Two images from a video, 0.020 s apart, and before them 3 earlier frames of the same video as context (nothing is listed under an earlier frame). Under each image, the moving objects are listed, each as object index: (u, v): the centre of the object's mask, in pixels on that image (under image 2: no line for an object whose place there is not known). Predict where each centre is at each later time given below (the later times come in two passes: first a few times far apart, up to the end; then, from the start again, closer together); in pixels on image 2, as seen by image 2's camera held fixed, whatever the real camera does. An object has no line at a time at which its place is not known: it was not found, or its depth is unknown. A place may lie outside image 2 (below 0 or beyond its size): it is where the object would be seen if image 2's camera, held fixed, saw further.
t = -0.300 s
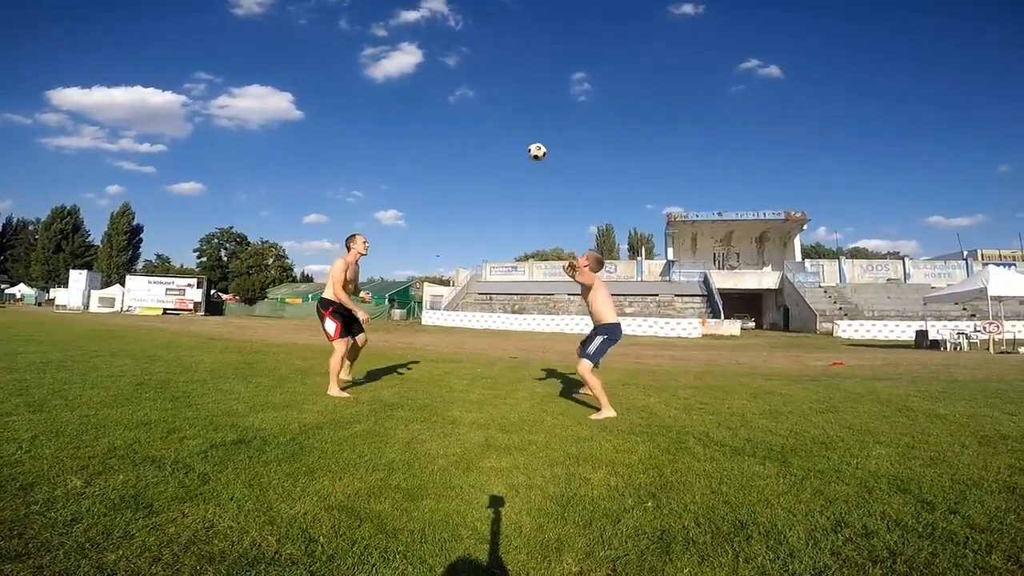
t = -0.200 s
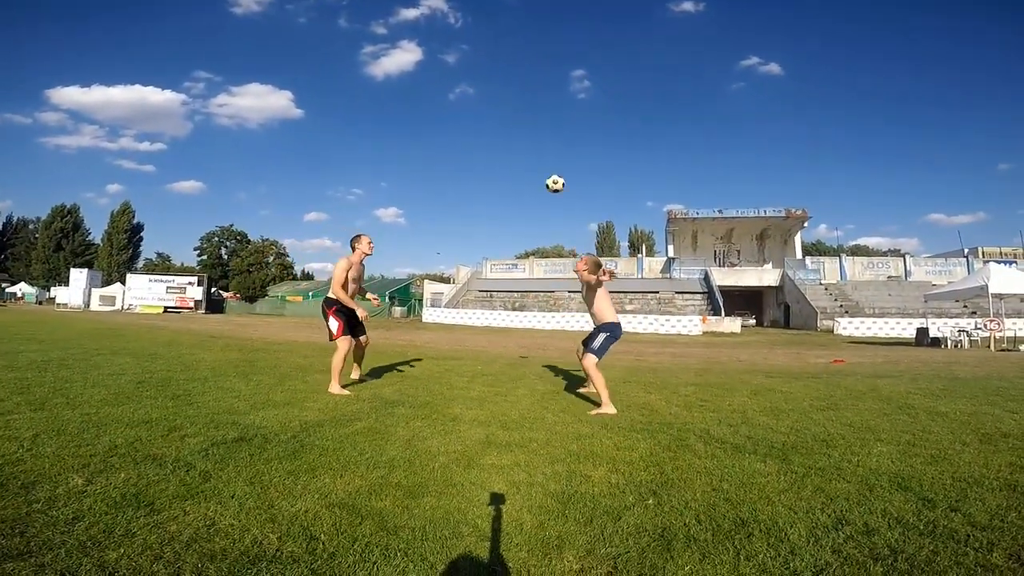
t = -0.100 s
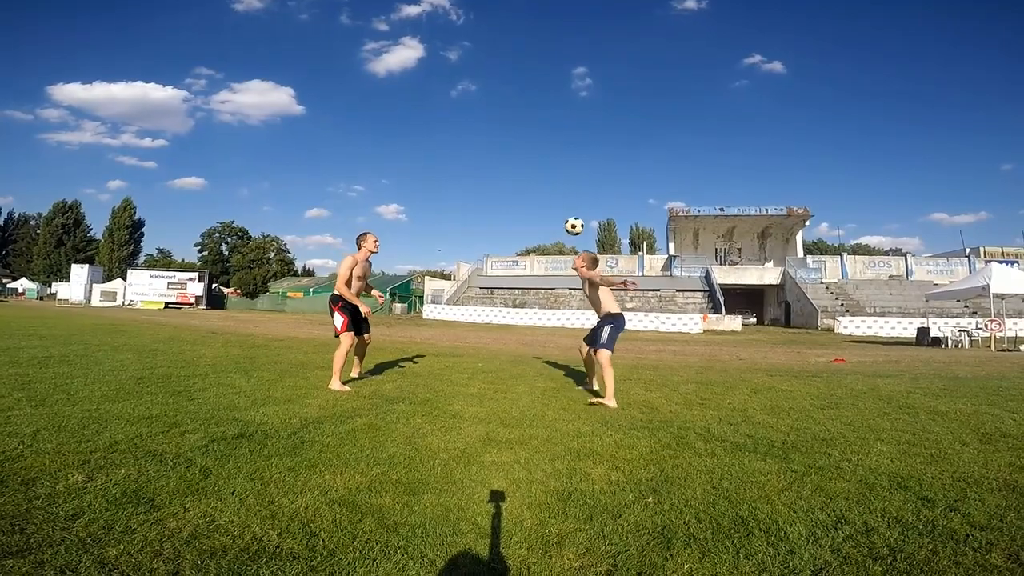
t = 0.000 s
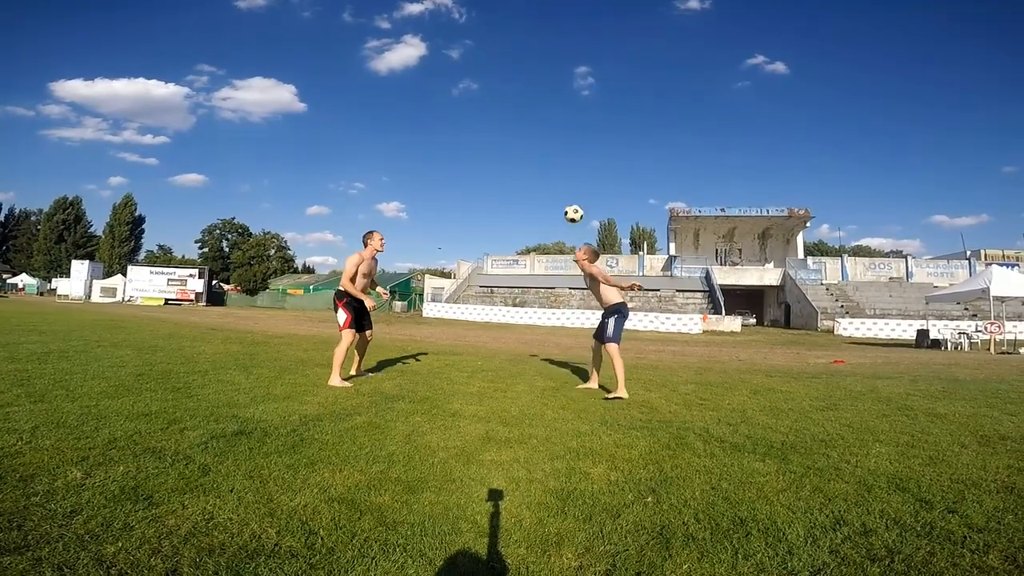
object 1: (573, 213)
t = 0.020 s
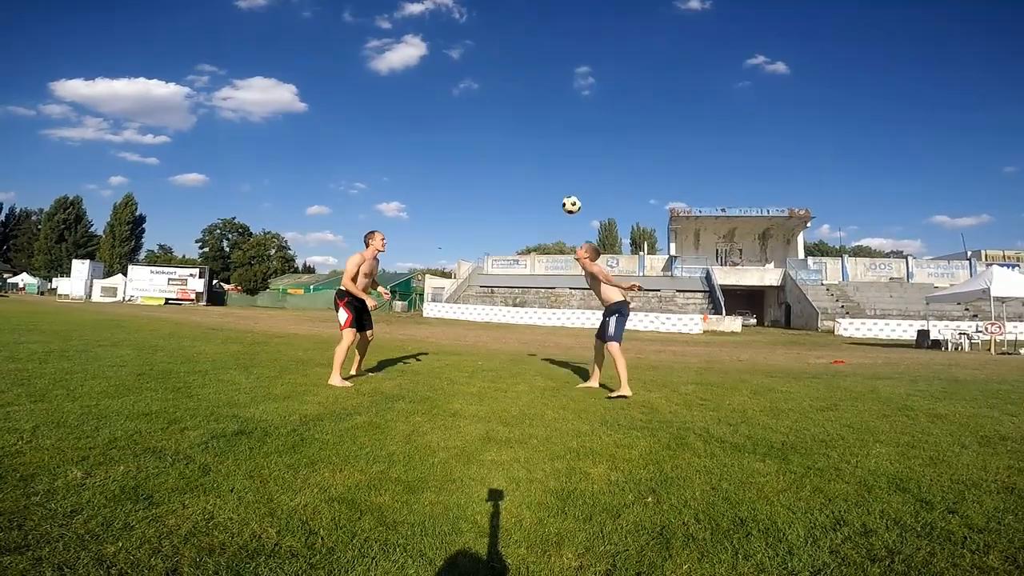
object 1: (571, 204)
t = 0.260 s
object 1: (539, 125)
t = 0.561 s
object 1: (498, 93)
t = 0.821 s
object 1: (456, 119)
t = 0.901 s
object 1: (440, 140)
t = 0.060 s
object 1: (566, 187)
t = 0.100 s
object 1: (561, 172)
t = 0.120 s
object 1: (558, 165)
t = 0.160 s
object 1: (552, 151)
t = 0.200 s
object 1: (547, 140)
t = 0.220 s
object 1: (544, 135)
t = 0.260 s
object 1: (539, 125)
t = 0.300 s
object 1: (534, 117)
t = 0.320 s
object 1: (531, 114)
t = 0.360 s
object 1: (525, 107)
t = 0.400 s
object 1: (520, 102)
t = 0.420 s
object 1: (517, 100)
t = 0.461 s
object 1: (512, 97)
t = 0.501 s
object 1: (506, 95)
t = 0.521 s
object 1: (503, 94)
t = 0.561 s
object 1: (498, 93)
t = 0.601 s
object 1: (492, 94)
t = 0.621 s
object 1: (489, 95)
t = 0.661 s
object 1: (483, 96)
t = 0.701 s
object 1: (476, 100)
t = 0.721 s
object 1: (473, 103)
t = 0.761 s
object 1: (466, 107)
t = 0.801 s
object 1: (459, 116)
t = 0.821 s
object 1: (456, 119)
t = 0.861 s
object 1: (448, 128)
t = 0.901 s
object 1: (440, 140)
